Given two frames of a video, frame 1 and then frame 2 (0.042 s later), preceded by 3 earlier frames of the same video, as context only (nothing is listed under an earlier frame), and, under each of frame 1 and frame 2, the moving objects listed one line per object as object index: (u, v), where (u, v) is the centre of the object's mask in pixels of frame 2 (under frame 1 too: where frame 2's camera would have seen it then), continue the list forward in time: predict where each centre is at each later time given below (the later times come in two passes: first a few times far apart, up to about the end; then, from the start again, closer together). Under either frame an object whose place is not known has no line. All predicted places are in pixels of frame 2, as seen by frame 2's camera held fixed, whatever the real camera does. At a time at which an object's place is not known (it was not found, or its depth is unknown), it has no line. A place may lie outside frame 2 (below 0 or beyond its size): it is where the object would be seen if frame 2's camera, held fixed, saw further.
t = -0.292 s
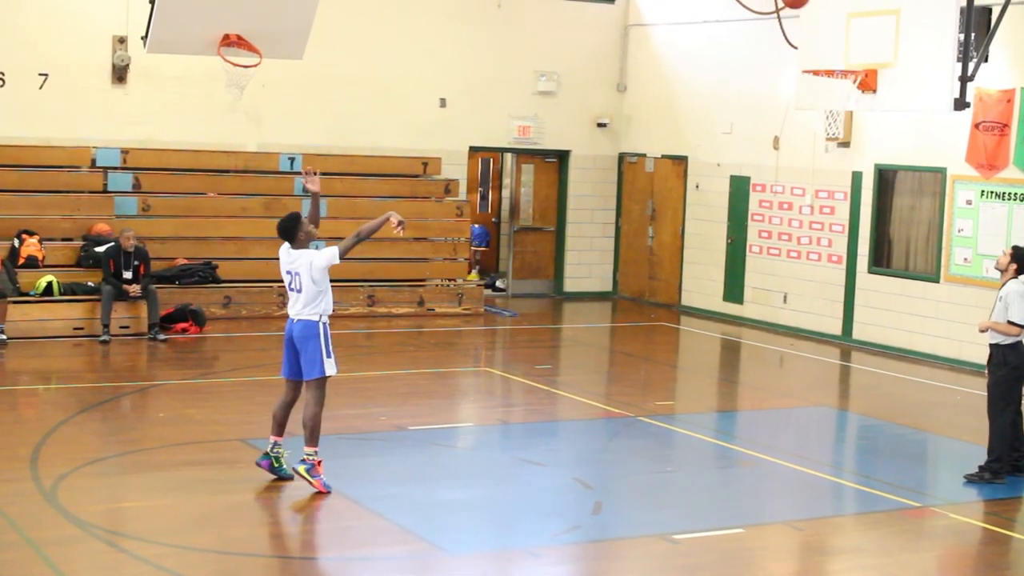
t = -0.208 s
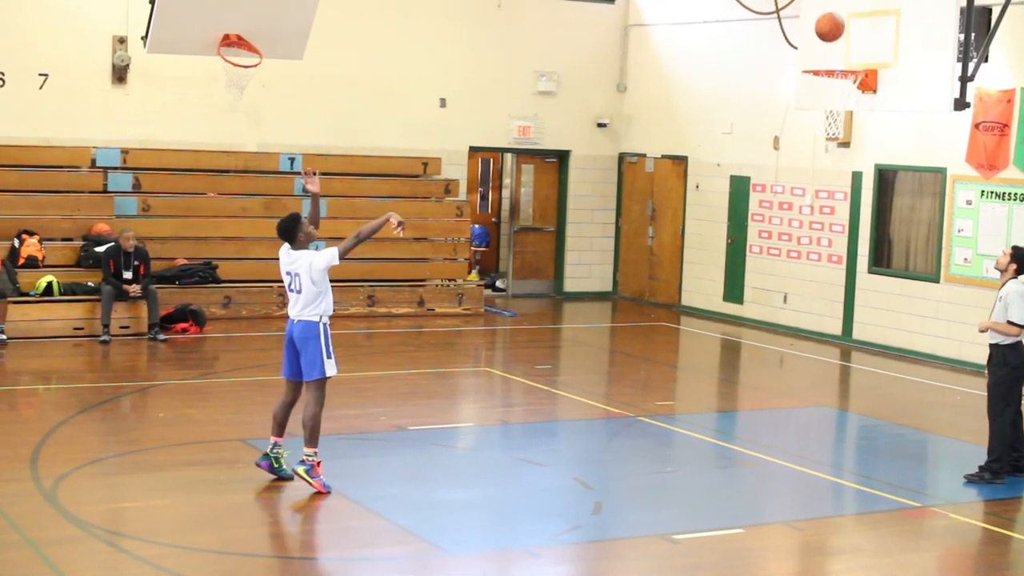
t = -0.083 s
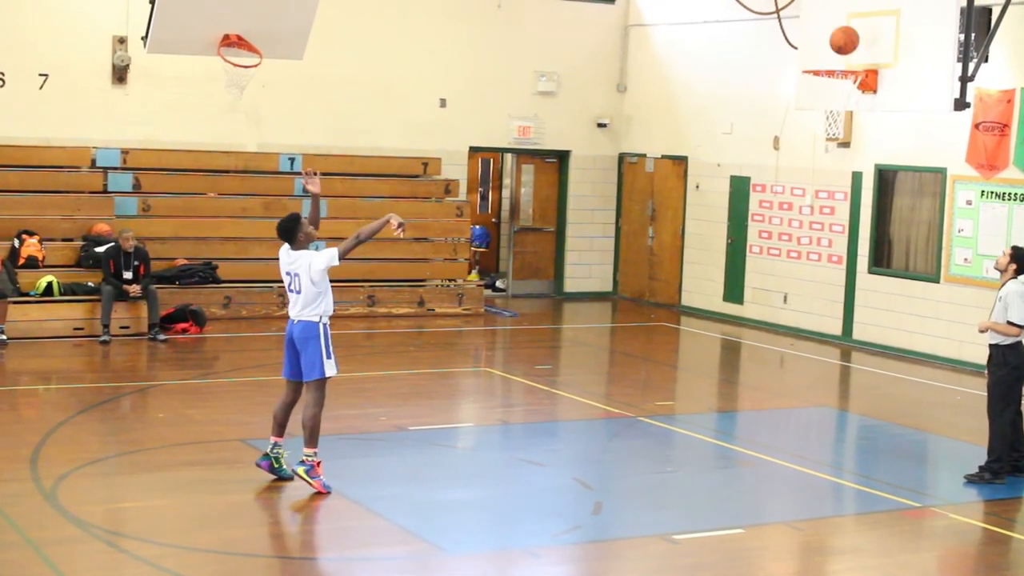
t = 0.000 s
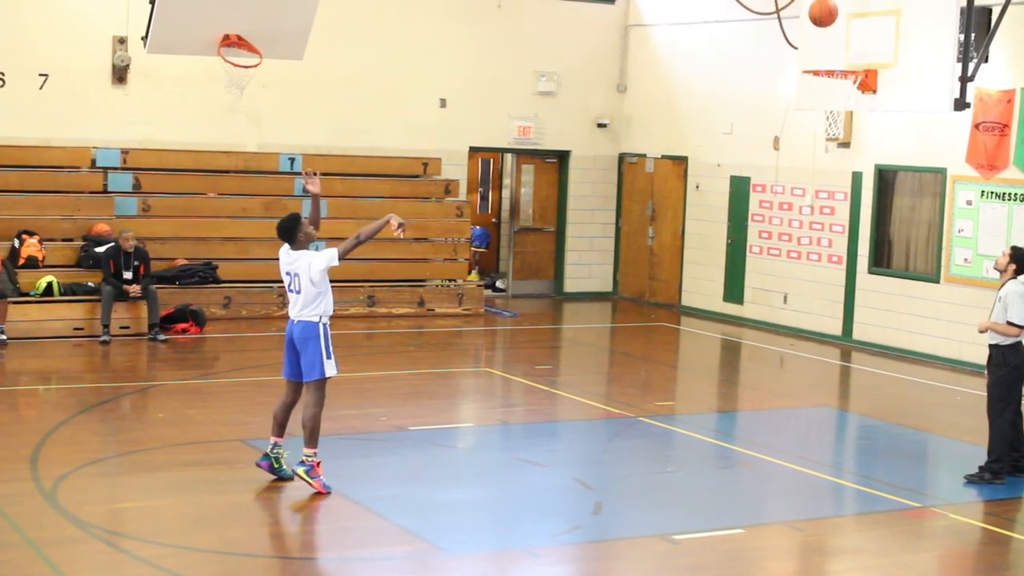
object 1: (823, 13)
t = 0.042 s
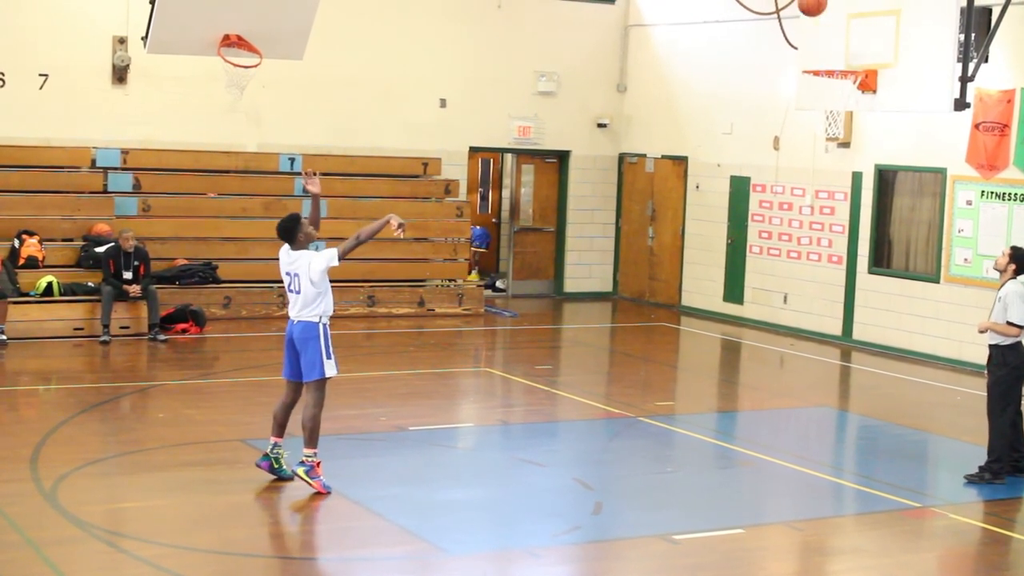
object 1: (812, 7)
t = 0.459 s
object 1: (701, 13)
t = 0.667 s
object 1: (645, 96)
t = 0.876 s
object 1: (590, 226)
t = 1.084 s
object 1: (534, 399)
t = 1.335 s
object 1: (514, 265)
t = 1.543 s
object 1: (497, 189)
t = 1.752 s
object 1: (478, 162)
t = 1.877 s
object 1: (466, 169)
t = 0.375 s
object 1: (724, 3)
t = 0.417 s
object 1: (713, 7)
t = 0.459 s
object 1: (701, 13)
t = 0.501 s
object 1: (690, 26)
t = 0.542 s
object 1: (679, 40)
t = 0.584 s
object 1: (667, 57)
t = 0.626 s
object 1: (656, 76)
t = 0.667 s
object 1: (645, 96)
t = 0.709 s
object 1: (634, 119)
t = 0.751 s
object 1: (623, 143)
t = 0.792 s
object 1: (612, 169)
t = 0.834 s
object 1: (601, 197)
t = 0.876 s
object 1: (590, 226)
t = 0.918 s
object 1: (578, 257)
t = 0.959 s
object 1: (567, 290)
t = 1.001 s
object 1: (556, 324)
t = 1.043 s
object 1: (545, 360)
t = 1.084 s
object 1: (534, 399)
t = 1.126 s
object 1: (528, 390)
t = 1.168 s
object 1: (525, 361)
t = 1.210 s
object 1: (523, 334)
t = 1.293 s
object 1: (517, 285)
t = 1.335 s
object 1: (514, 265)
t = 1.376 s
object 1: (511, 245)
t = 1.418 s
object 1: (507, 229)
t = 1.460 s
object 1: (504, 213)
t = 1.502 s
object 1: (500, 200)
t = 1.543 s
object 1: (497, 189)
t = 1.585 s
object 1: (493, 180)
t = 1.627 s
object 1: (490, 172)
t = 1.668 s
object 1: (485, 167)
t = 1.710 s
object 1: (482, 163)
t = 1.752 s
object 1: (478, 162)
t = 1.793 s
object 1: (475, 162)
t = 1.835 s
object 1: (470, 165)
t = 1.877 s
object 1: (466, 169)
